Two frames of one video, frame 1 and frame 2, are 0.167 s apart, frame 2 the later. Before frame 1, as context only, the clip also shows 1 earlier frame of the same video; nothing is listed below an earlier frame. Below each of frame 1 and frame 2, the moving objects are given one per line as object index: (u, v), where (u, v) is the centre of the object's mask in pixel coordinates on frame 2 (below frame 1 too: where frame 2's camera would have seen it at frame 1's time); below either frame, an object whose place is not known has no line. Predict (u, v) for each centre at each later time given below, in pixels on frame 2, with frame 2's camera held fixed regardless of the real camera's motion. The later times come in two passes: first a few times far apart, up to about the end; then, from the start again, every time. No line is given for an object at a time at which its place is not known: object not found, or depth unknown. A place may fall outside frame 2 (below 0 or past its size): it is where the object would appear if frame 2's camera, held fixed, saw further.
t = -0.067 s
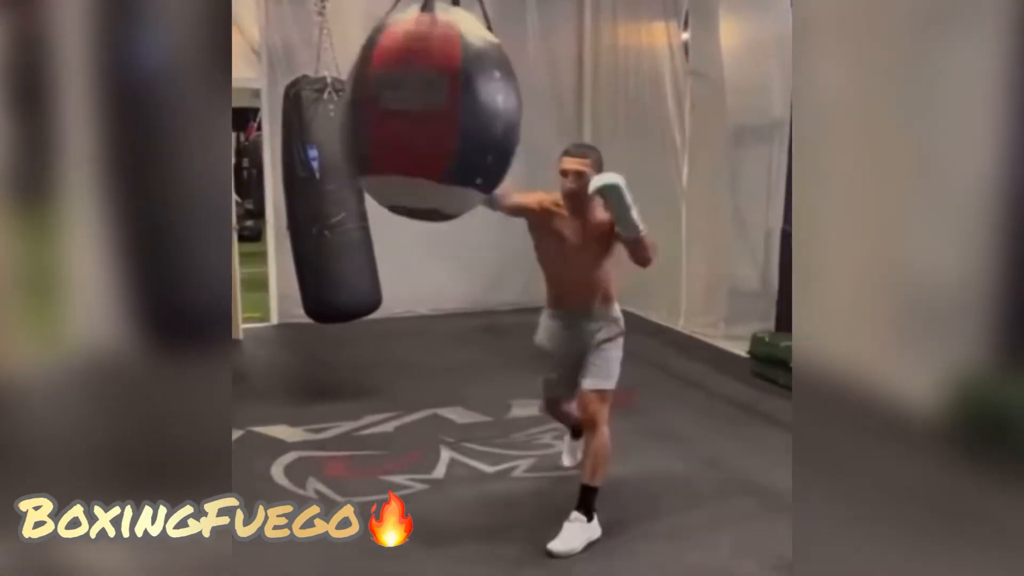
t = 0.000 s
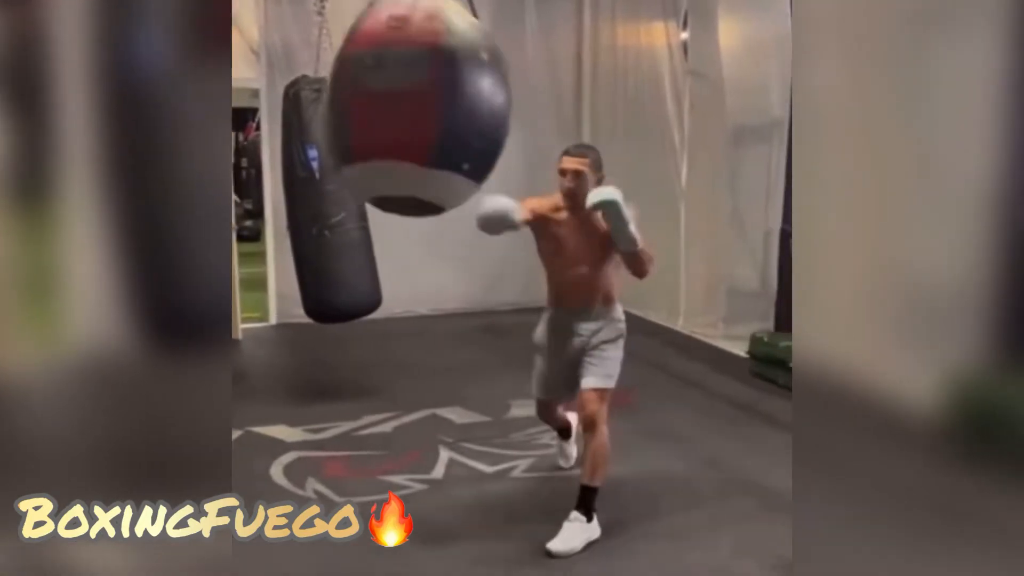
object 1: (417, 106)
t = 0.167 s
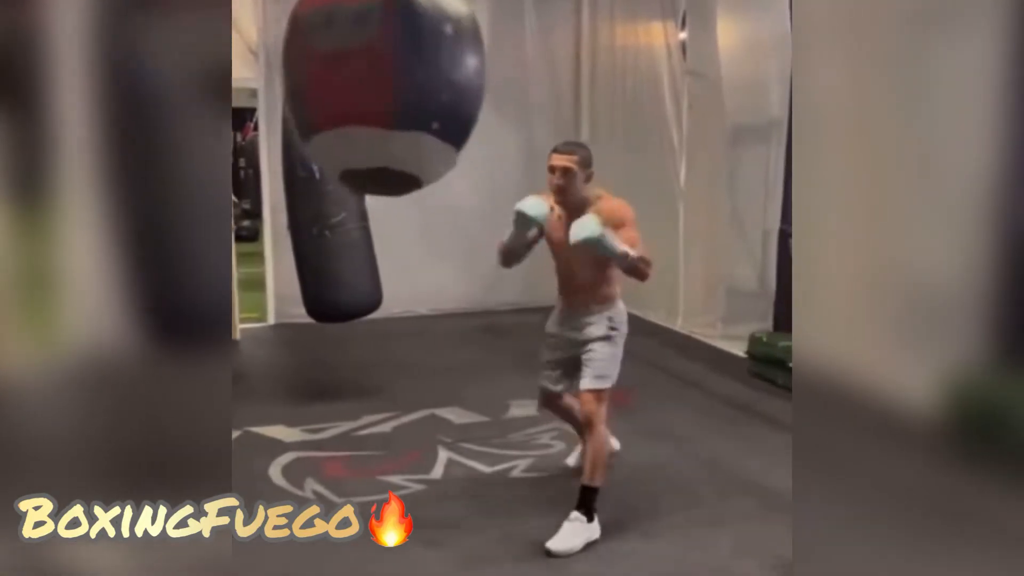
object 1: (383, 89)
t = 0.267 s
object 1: (369, 81)
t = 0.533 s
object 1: (357, 77)
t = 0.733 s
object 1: (378, 91)
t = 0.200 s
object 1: (378, 86)
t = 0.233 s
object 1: (373, 83)
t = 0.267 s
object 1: (369, 81)
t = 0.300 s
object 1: (365, 79)
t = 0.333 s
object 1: (362, 78)
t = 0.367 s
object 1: (360, 76)
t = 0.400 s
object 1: (358, 76)
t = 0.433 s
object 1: (357, 75)
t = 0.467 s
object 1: (356, 76)
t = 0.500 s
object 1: (357, 76)
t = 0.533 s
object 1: (357, 77)
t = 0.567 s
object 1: (359, 79)
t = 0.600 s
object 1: (362, 80)
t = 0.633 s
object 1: (365, 82)
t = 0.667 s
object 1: (369, 85)
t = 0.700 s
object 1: (373, 88)
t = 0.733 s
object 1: (378, 91)
